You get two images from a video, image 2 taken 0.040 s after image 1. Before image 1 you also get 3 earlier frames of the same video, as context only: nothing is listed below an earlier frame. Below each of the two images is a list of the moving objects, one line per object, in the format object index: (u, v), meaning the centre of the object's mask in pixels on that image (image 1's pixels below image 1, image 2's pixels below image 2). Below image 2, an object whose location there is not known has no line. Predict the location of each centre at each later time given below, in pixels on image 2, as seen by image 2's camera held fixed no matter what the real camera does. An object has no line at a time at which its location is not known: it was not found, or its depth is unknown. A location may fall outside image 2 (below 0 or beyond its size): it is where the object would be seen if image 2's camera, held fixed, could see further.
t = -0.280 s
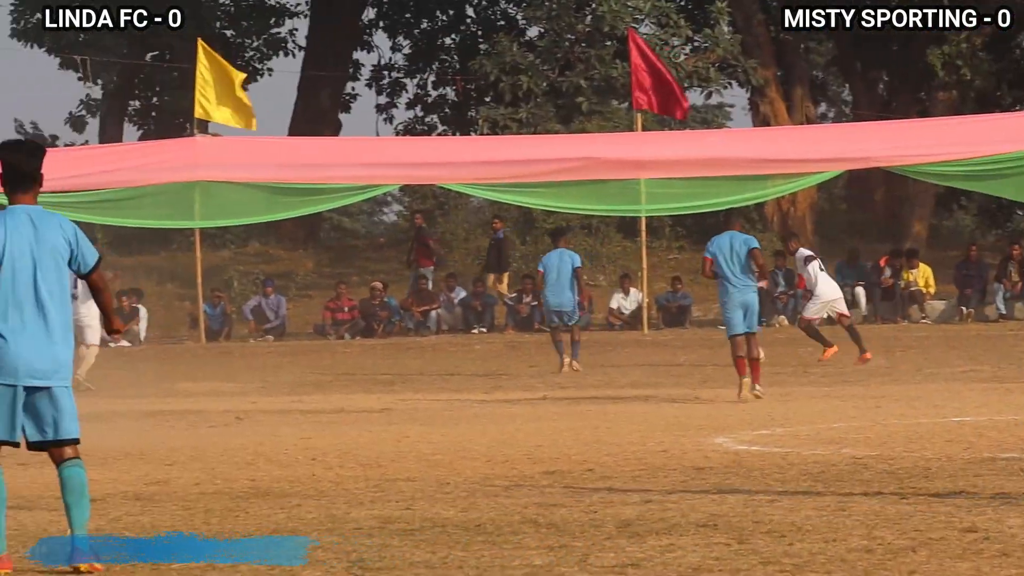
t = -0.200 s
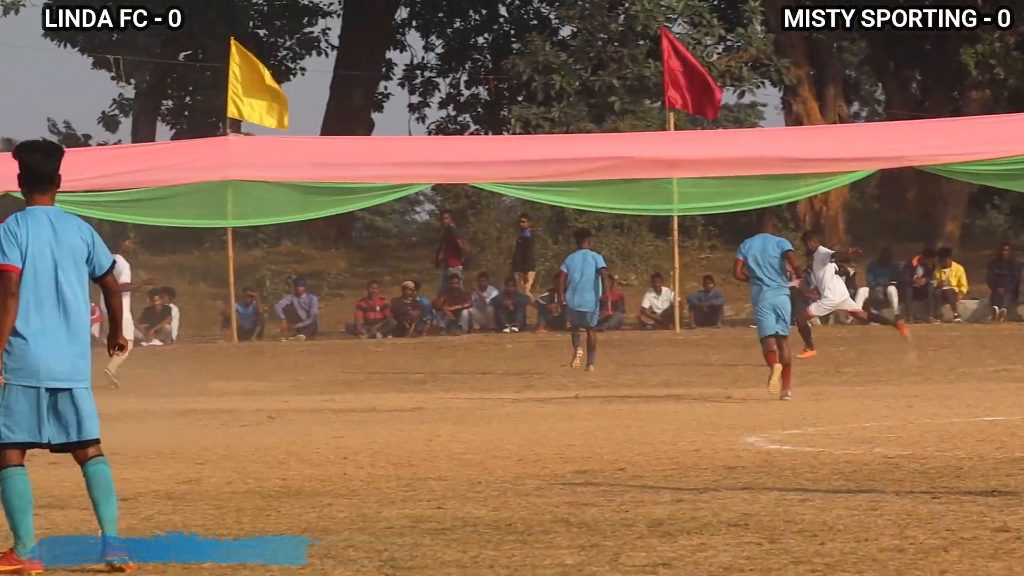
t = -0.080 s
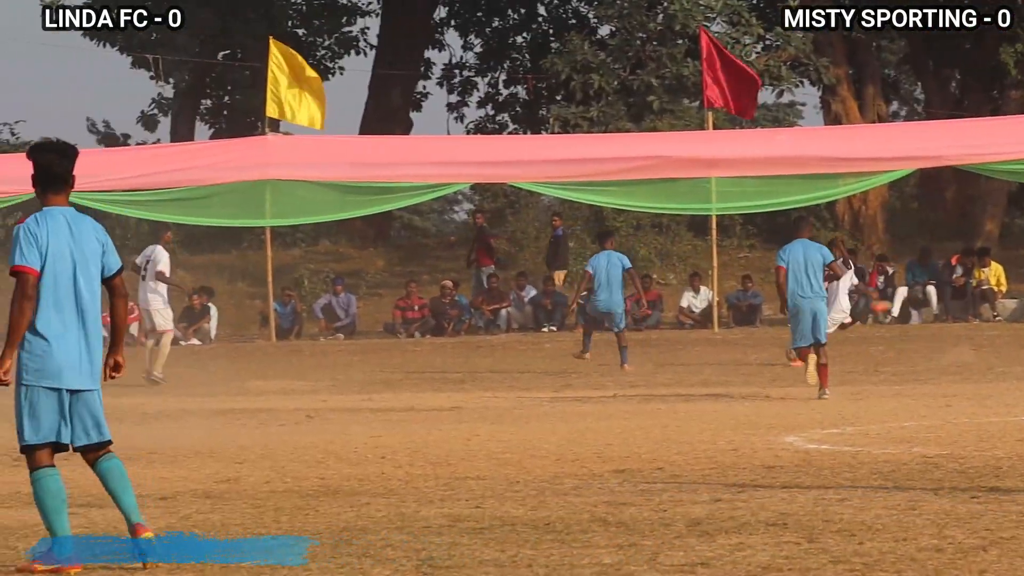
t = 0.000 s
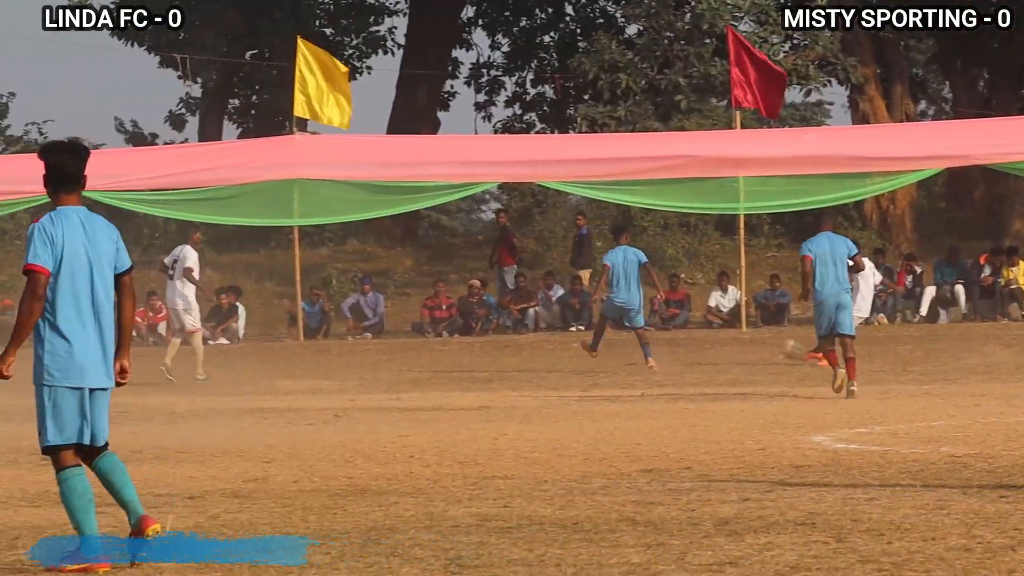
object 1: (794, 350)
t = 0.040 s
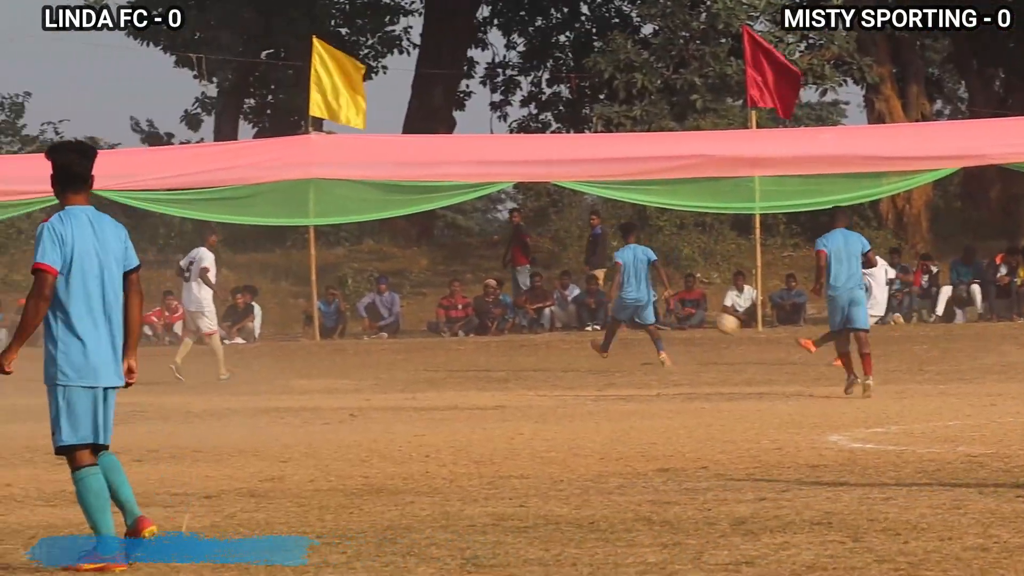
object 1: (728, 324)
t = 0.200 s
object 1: (400, 234)
